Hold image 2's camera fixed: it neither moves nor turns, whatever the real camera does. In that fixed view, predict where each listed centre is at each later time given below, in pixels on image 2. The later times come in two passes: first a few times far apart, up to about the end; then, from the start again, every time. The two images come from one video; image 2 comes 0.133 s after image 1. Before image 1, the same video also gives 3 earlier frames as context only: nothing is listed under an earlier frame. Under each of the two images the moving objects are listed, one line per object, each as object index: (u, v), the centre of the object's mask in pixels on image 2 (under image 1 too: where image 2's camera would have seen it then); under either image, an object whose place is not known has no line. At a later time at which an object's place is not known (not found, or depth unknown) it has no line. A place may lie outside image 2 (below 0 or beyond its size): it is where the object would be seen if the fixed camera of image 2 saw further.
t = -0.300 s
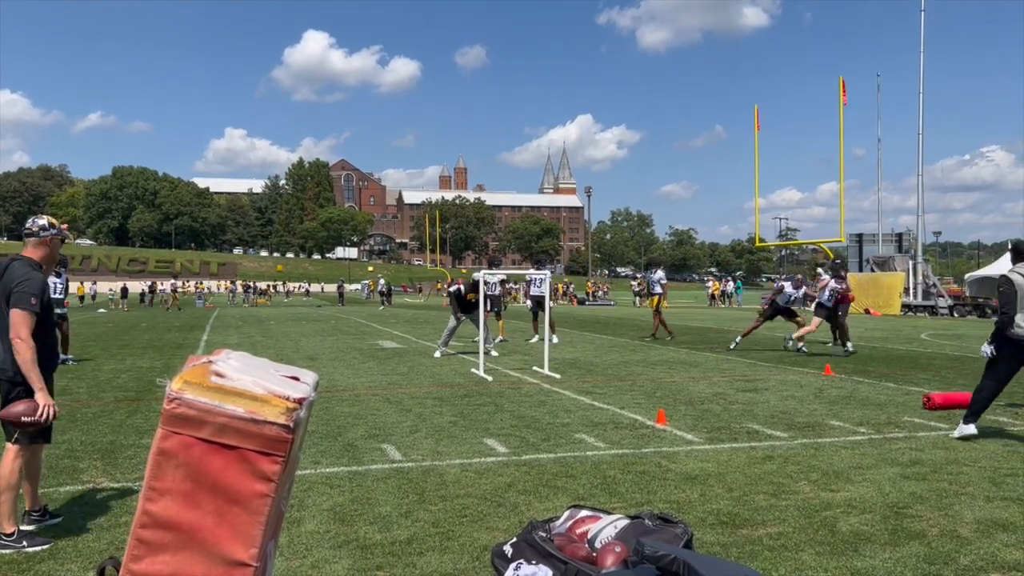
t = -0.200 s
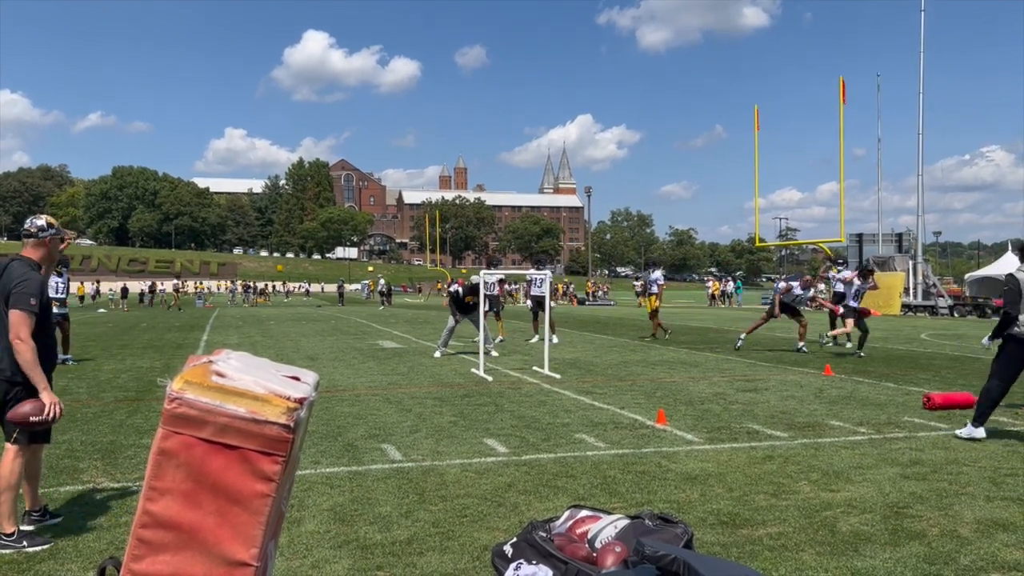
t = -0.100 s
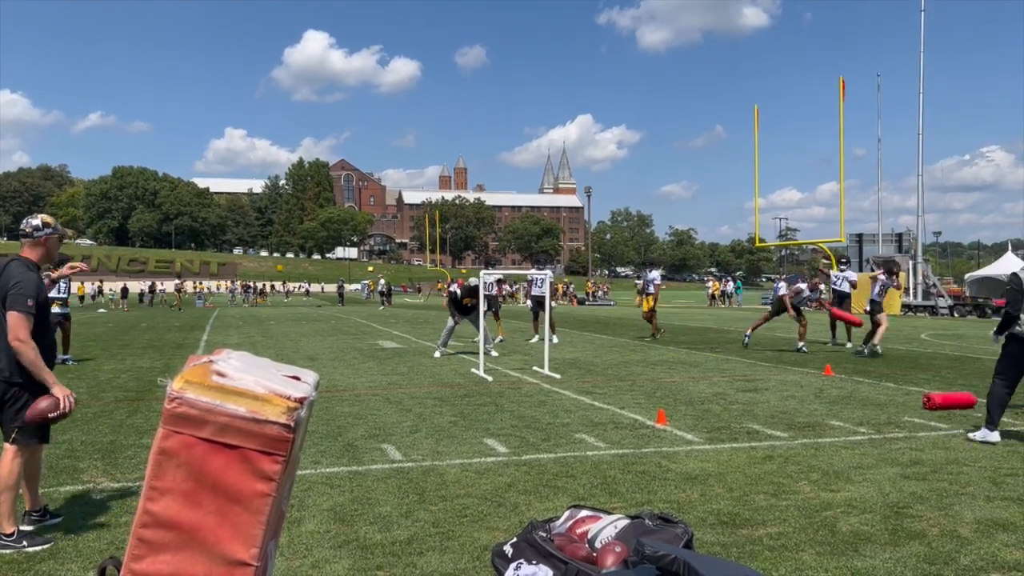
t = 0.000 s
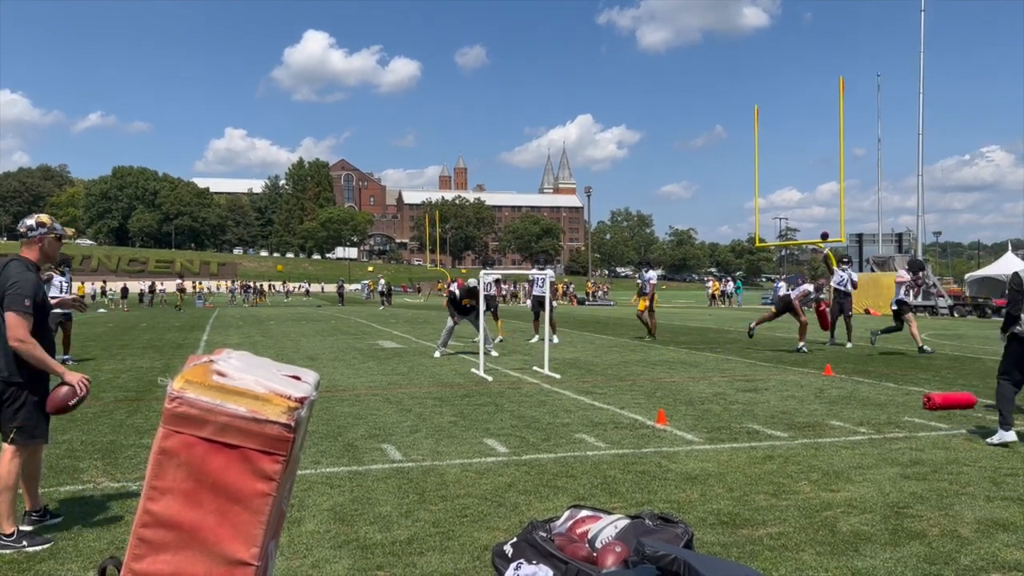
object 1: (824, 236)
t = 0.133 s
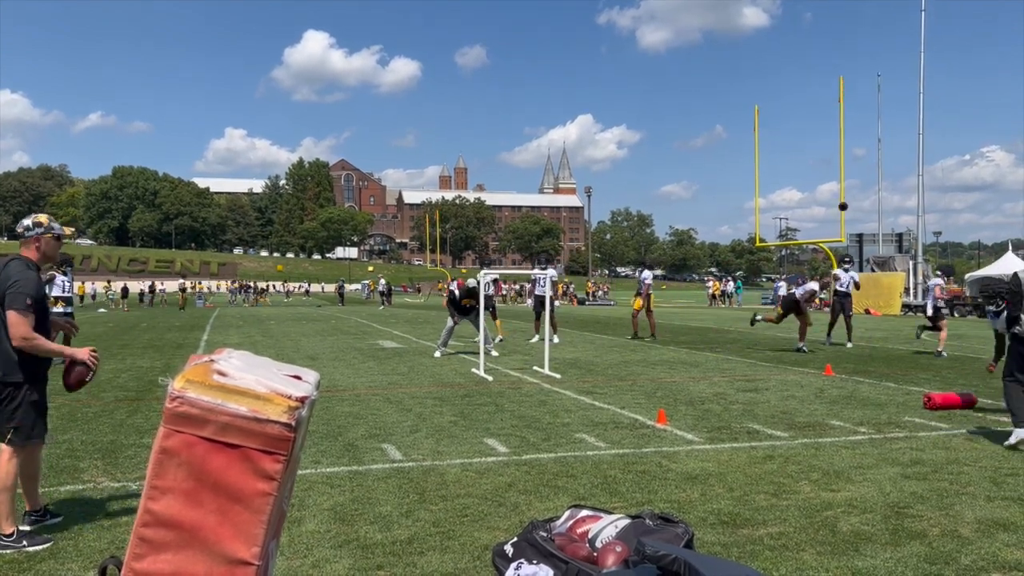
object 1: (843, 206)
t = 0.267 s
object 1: (864, 179)
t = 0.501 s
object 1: (911, 146)
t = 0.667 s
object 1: (957, 137)
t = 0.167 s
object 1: (848, 199)
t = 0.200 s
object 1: (853, 193)
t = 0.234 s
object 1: (858, 186)
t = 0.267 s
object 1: (864, 179)
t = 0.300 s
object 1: (870, 174)
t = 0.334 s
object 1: (876, 168)
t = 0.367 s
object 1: (883, 162)
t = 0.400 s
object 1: (889, 159)
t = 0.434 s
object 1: (896, 154)
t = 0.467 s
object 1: (903, 150)
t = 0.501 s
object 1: (911, 146)
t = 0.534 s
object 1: (919, 144)
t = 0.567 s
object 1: (928, 141)
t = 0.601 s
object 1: (937, 139)
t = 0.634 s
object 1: (947, 137)
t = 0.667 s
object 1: (957, 137)
